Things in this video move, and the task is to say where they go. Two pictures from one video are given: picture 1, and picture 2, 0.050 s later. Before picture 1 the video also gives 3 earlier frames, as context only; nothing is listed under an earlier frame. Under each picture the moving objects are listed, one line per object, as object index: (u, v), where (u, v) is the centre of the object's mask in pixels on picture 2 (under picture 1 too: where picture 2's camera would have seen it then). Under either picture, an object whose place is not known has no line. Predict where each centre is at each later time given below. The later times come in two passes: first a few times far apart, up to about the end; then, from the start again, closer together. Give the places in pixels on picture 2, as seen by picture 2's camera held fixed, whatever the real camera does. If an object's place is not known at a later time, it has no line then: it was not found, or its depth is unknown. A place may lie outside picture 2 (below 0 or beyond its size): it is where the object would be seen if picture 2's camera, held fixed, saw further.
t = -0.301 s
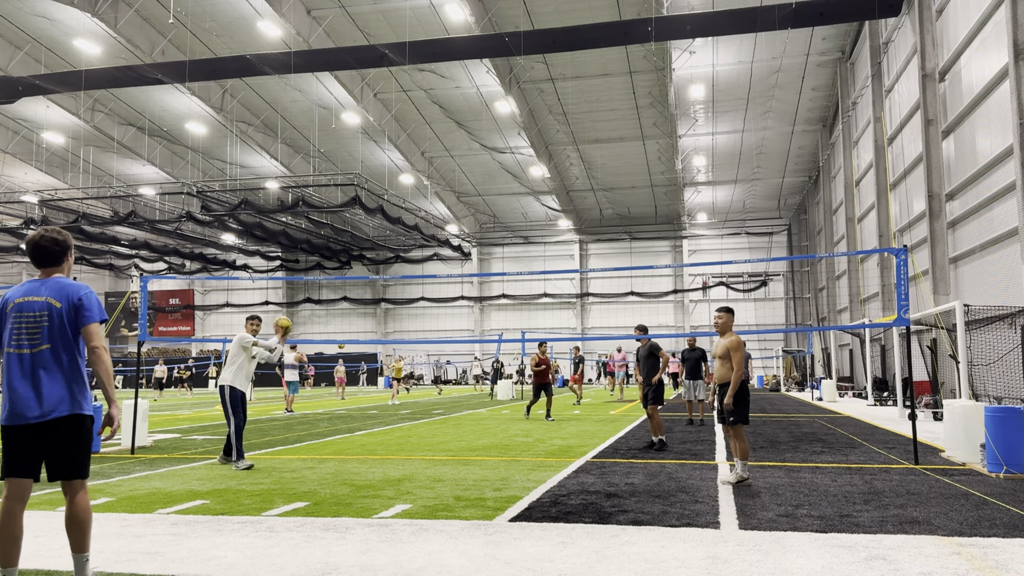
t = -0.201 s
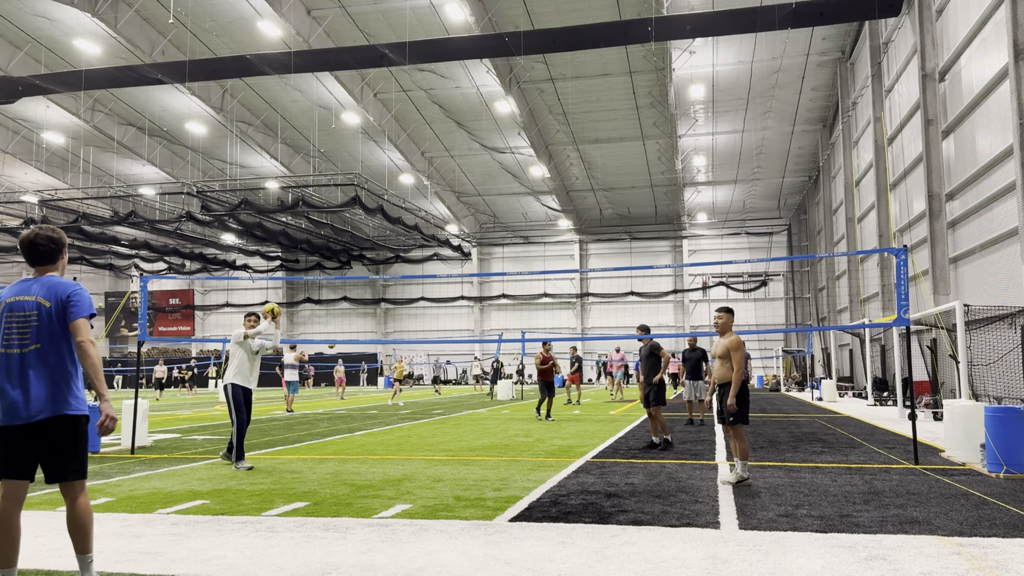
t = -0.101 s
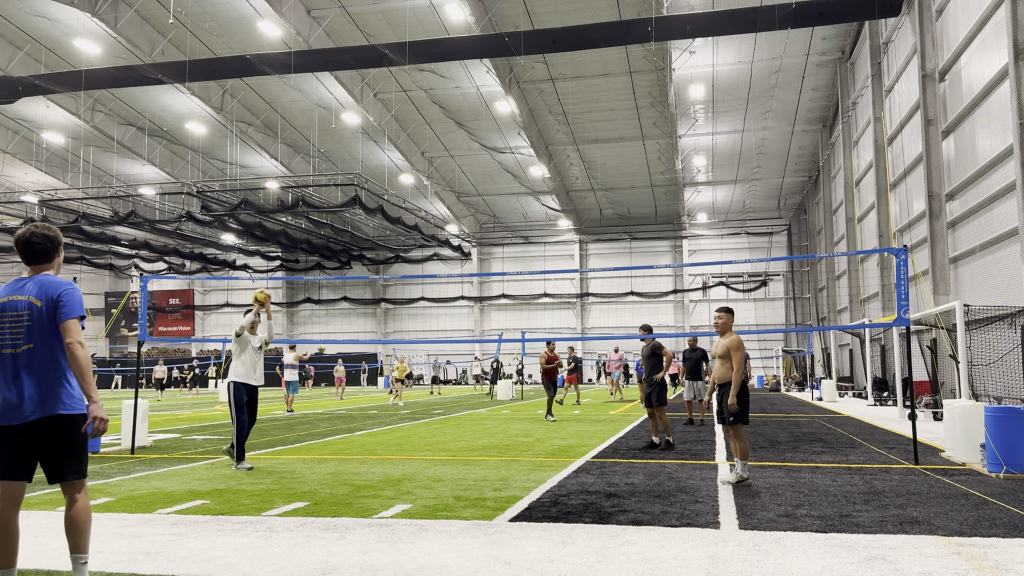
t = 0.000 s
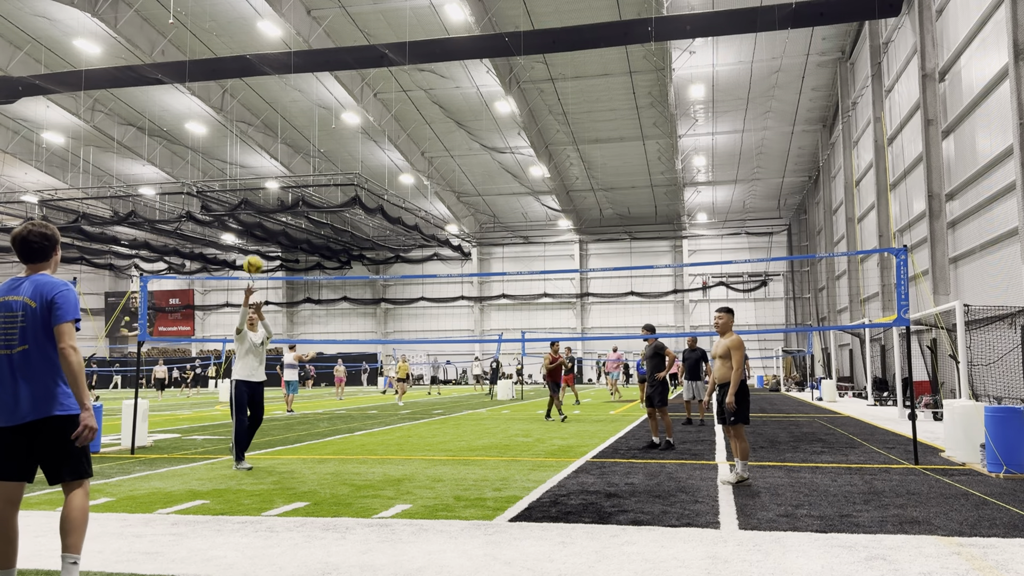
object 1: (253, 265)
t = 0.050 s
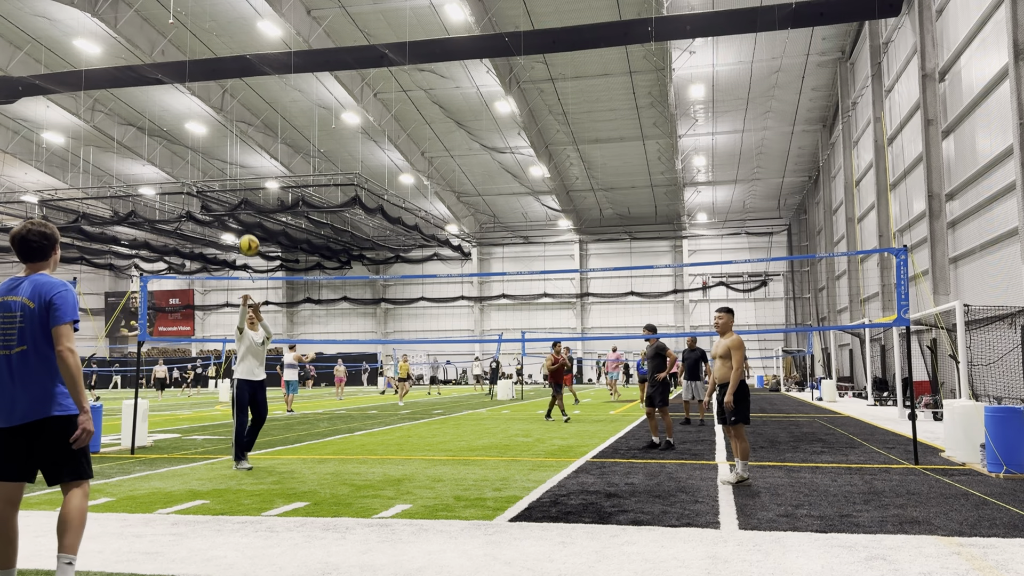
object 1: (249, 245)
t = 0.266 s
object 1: (226, 176)
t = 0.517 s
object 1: (194, 140)
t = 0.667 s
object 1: (168, 151)
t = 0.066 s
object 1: (247, 238)
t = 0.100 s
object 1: (244, 227)
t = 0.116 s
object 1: (242, 221)
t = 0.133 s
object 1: (241, 215)
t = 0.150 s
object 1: (239, 210)
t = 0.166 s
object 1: (238, 205)
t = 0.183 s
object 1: (236, 200)
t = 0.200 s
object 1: (234, 195)
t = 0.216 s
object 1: (232, 190)
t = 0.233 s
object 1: (230, 185)
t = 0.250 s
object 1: (228, 181)
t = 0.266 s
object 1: (226, 176)
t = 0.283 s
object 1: (224, 172)
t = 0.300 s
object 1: (222, 168)
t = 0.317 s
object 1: (220, 165)
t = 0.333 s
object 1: (218, 161)
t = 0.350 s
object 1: (216, 158)
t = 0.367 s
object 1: (214, 156)
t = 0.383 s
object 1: (212, 153)
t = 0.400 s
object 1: (210, 150)
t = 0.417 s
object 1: (207, 148)
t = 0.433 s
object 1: (205, 146)
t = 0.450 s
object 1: (203, 144)
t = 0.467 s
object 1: (201, 143)
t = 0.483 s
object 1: (199, 142)
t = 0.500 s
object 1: (196, 141)
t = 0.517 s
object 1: (194, 140)
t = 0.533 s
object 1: (191, 140)
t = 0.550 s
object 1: (188, 140)
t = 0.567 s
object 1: (186, 140)
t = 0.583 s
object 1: (183, 141)
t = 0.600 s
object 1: (180, 142)
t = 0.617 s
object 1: (178, 143)
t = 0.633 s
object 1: (175, 146)
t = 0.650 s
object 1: (172, 148)
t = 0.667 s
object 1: (168, 151)
